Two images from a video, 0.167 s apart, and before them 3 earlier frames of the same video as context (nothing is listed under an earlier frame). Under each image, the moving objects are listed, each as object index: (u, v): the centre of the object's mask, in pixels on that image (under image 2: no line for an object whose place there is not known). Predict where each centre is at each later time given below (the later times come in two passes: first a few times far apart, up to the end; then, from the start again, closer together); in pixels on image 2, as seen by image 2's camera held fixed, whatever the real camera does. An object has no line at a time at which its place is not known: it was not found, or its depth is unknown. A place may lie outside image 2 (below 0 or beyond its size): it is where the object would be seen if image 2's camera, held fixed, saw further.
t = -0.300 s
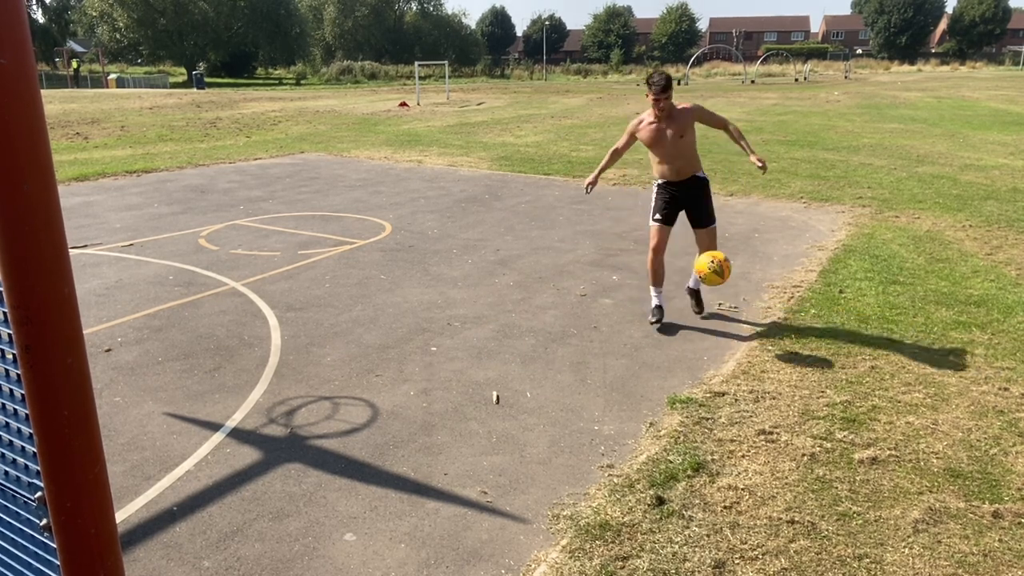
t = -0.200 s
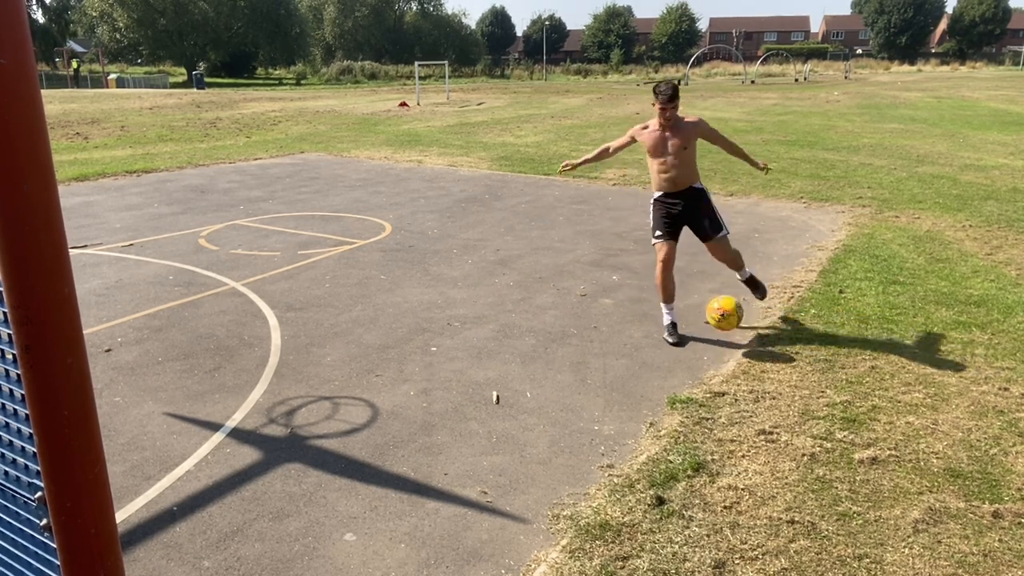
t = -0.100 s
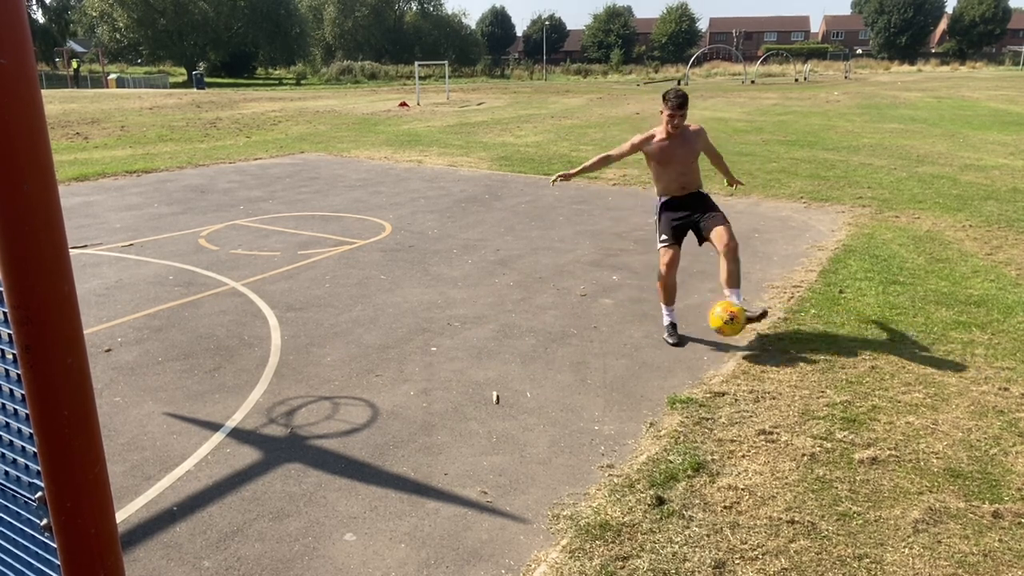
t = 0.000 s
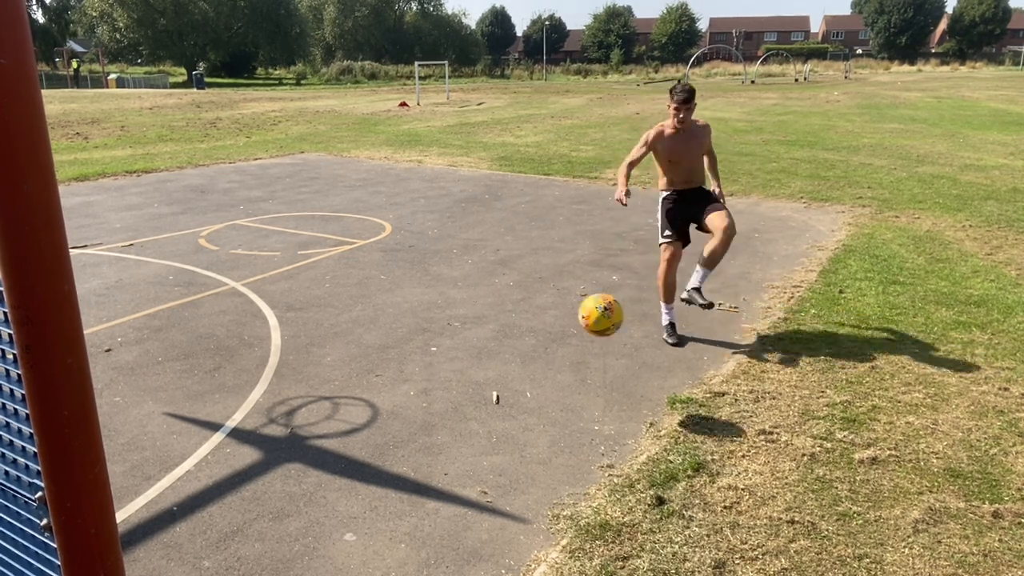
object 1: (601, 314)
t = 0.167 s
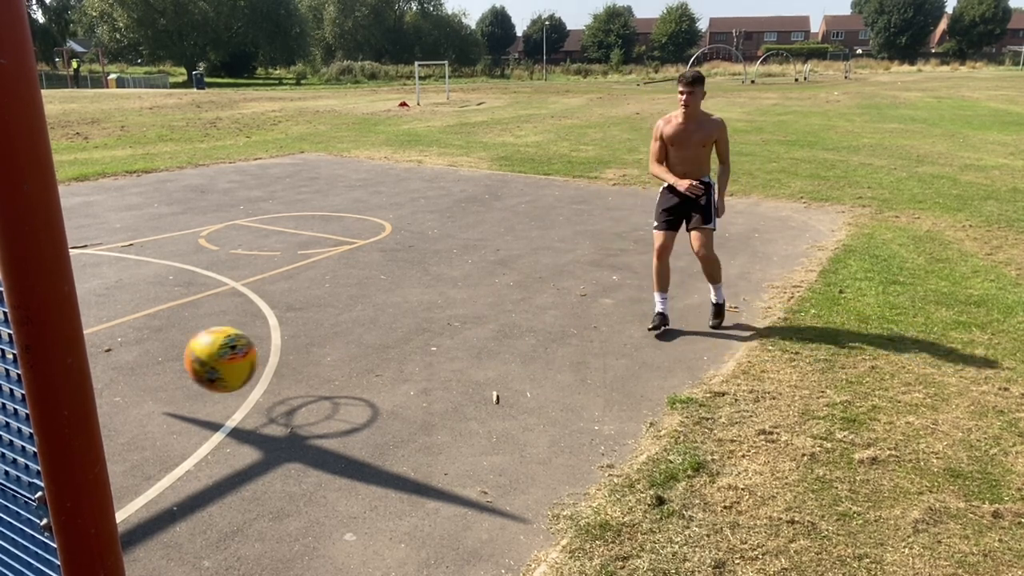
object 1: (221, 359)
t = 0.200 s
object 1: (112, 382)
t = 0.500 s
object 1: (316, 325)
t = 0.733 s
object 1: (443, 281)
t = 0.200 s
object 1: (112, 382)
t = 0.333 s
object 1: (106, 359)
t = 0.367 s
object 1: (151, 346)
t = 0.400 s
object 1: (202, 336)
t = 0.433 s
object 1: (245, 329)
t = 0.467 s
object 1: (284, 326)
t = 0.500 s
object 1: (316, 325)
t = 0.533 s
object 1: (344, 327)
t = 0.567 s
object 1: (370, 329)
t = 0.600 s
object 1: (393, 333)
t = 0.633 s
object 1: (414, 339)
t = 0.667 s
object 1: (424, 320)
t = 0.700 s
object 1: (433, 299)
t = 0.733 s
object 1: (443, 281)
